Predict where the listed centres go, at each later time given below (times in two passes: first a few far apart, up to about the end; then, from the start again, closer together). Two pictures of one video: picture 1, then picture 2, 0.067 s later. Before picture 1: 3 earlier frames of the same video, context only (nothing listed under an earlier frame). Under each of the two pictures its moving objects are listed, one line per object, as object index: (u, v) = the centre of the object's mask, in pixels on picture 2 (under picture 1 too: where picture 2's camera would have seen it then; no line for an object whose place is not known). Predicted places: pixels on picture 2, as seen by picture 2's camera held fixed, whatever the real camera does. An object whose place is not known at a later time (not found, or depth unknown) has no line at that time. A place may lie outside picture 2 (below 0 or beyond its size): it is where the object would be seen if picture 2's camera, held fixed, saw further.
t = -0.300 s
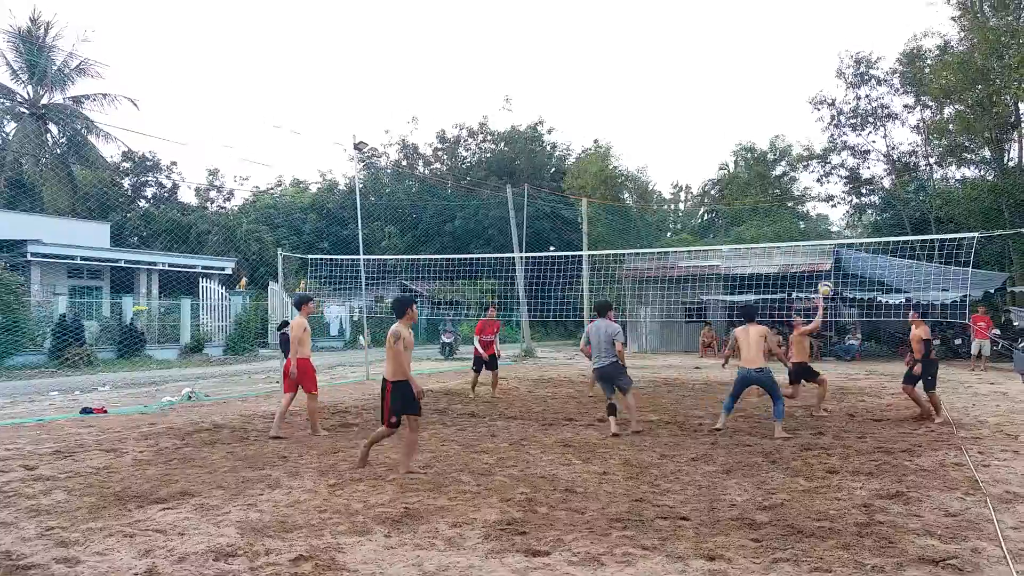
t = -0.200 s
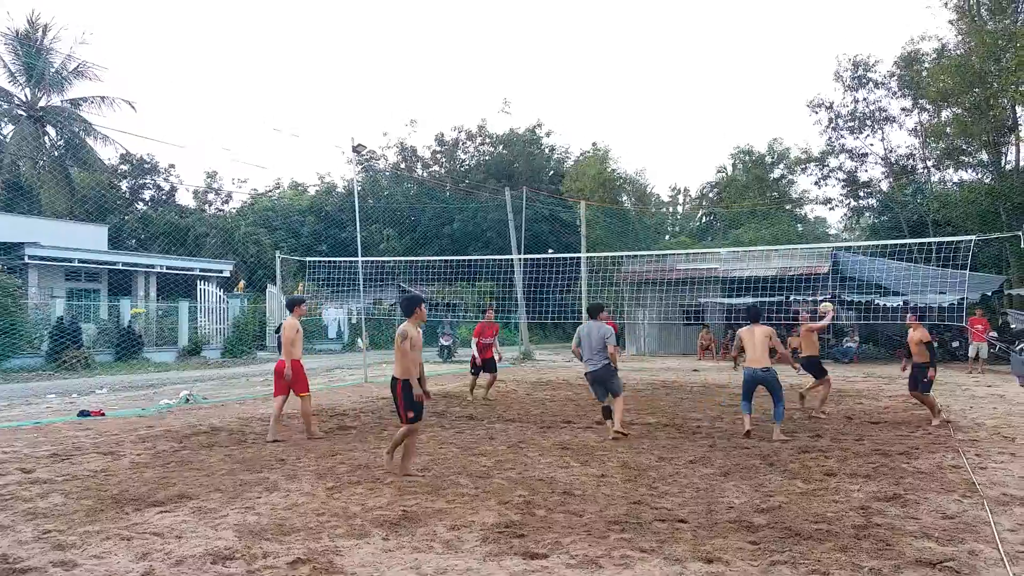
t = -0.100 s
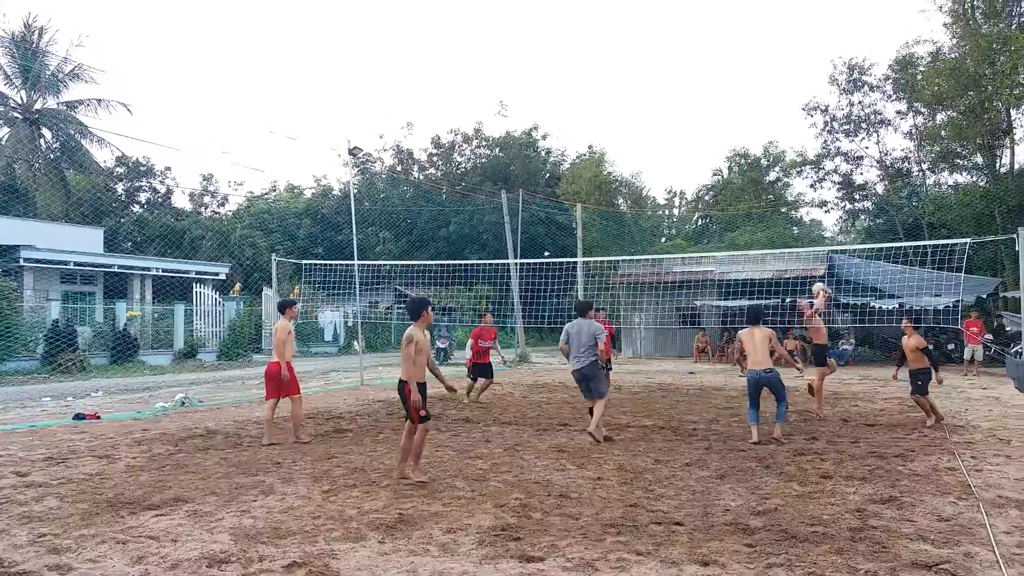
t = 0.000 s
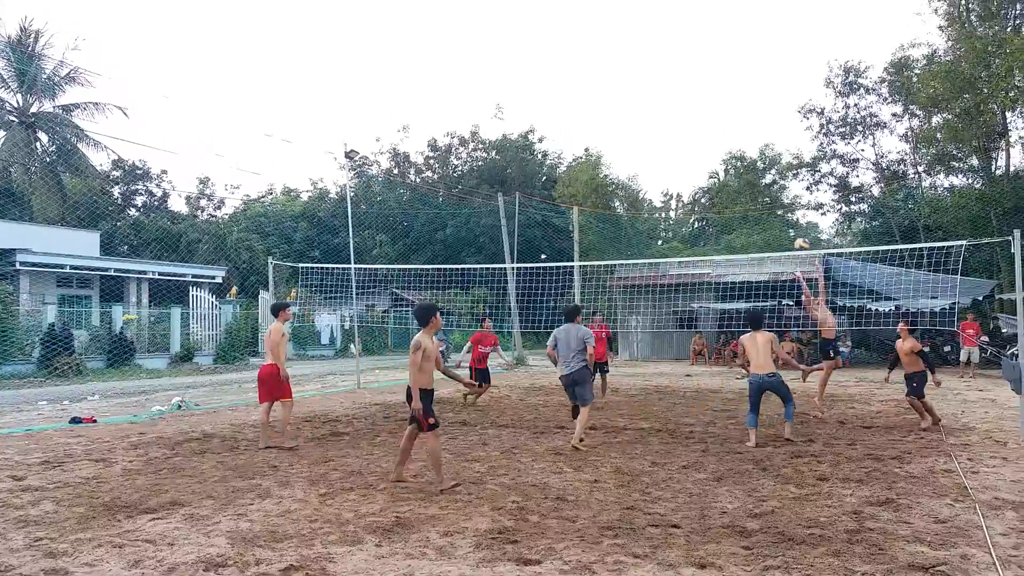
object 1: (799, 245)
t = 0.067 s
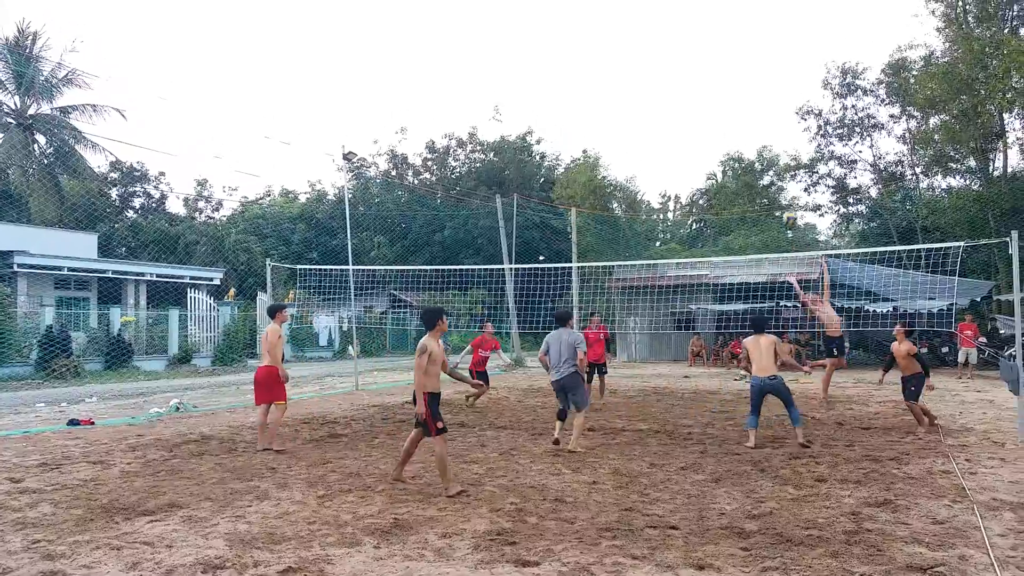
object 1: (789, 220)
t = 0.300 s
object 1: (758, 142)
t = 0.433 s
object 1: (740, 114)
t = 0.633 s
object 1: (713, 95)
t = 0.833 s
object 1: (687, 104)
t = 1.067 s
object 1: (657, 147)
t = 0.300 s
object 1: (758, 142)
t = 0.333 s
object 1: (753, 133)
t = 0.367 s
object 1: (749, 126)
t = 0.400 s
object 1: (744, 120)
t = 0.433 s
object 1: (740, 114)
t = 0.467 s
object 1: (735, 109)
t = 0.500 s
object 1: (731, 105)
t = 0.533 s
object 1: (726, 101)
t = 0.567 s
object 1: (722, 99)
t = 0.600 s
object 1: (717, 97)
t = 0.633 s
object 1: (713, 95)
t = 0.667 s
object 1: (709, 95)
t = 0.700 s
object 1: (704, 95)
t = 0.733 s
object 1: (700, 96)
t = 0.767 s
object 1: (695, 98)
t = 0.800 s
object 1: (691, 100)
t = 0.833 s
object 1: (687, 104)
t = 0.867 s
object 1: (683, 107)
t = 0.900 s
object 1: (679, 112)
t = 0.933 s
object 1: (674, 117)
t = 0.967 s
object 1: (670, 124)
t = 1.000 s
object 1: (666, 131)
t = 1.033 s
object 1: (661, 138)
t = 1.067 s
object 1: (657, 147)
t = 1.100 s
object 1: (653, 156)
